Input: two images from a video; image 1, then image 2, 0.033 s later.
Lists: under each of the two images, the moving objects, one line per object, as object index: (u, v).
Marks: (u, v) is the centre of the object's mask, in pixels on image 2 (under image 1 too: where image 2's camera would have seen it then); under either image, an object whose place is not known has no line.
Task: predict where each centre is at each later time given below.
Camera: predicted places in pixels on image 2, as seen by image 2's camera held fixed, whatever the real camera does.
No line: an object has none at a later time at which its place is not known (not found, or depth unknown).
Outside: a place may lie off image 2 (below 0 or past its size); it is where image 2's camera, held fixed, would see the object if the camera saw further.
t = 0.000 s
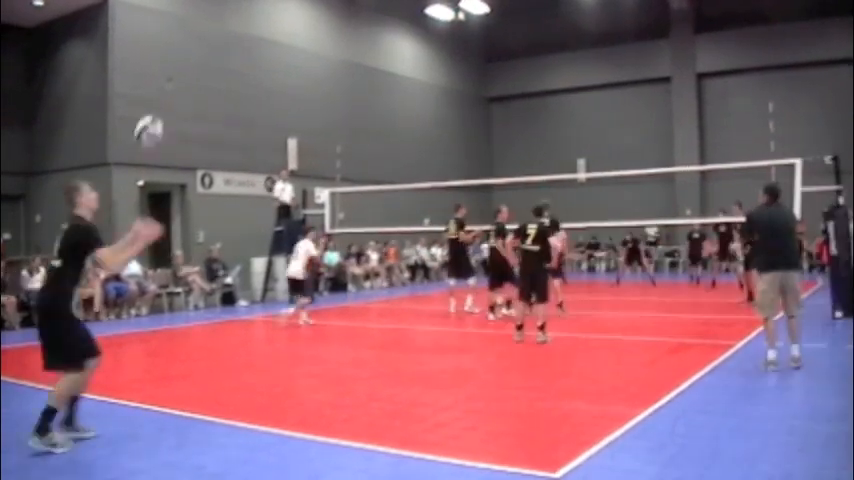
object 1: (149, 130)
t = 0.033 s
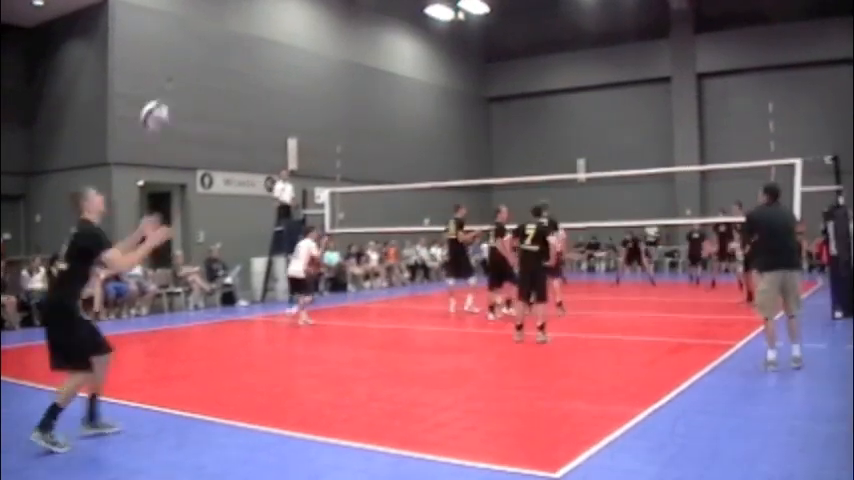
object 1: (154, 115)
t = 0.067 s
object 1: (161, 102)
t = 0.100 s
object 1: (166, 89)
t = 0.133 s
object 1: (172, 79)
